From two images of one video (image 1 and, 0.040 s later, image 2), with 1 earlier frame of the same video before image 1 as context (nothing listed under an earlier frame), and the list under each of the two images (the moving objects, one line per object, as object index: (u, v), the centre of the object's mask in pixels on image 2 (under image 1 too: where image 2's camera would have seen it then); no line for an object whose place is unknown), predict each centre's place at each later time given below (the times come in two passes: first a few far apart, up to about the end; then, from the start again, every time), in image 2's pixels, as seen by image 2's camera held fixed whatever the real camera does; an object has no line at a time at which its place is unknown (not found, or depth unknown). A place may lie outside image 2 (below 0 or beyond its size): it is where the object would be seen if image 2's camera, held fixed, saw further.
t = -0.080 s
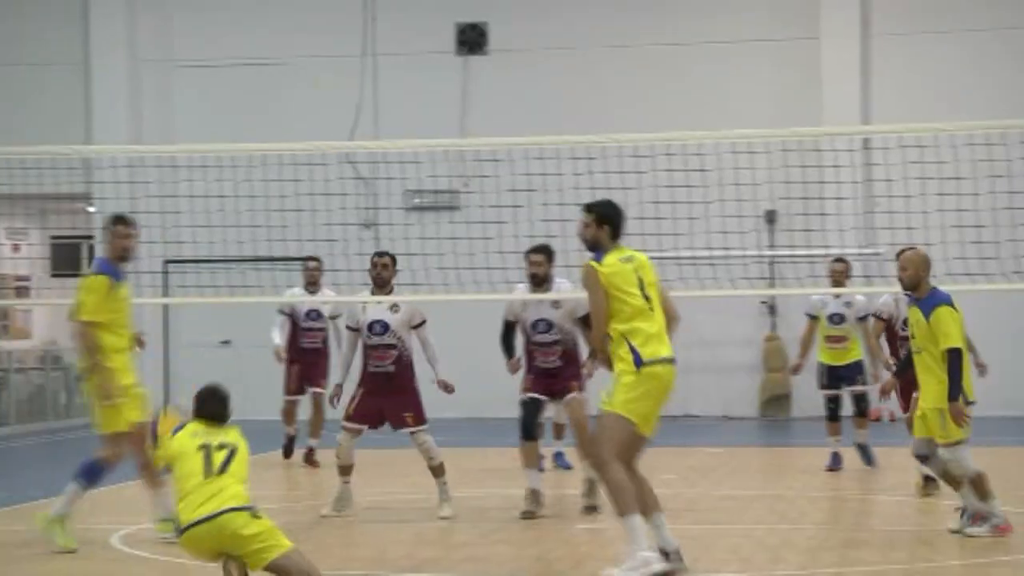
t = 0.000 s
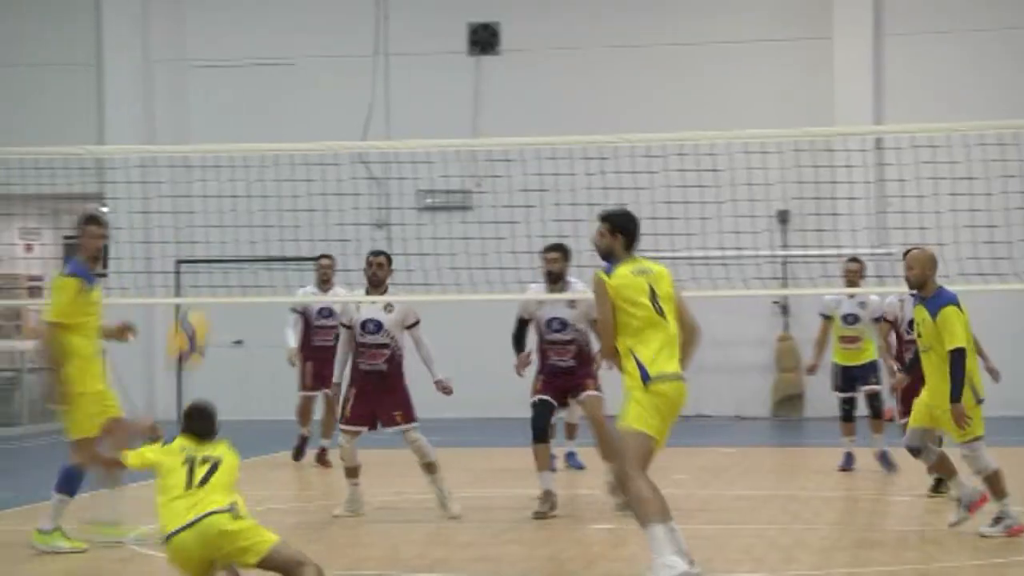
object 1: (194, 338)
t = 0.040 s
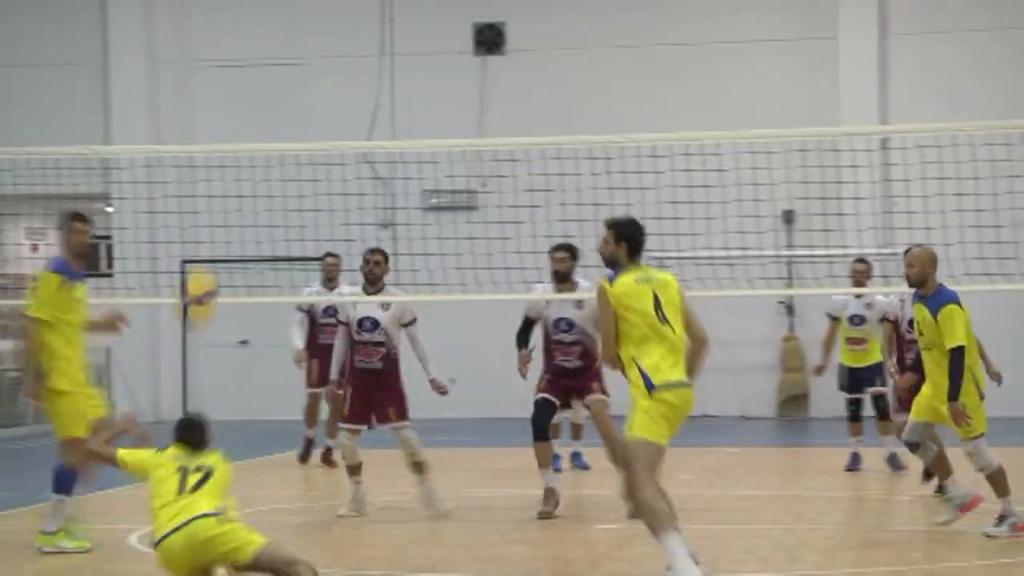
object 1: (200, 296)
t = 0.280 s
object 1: (220, 106)
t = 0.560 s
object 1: (250, 24)
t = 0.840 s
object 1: (280, 91)
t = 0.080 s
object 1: (201, 255)
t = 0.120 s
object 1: (204, 220)
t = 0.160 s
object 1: (209, 185)
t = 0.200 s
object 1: (212, 156)
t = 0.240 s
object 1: (215, 131)
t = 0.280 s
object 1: (220, 106)
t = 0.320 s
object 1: (224, 86)
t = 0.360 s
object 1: (228, 68)
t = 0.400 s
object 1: (232, 53)
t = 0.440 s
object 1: (237, 41)
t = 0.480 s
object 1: (241, 32)
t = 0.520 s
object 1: (245, 26)
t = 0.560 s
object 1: (250, 24)
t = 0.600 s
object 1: (254, 25)
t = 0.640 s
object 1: (258, 27)
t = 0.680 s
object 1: (264, 34)
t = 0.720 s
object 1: (267, 43)
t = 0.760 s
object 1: (272, 56)
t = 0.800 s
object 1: (278, 73)
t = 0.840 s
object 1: (280, 91)
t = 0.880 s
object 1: (286, 113)
